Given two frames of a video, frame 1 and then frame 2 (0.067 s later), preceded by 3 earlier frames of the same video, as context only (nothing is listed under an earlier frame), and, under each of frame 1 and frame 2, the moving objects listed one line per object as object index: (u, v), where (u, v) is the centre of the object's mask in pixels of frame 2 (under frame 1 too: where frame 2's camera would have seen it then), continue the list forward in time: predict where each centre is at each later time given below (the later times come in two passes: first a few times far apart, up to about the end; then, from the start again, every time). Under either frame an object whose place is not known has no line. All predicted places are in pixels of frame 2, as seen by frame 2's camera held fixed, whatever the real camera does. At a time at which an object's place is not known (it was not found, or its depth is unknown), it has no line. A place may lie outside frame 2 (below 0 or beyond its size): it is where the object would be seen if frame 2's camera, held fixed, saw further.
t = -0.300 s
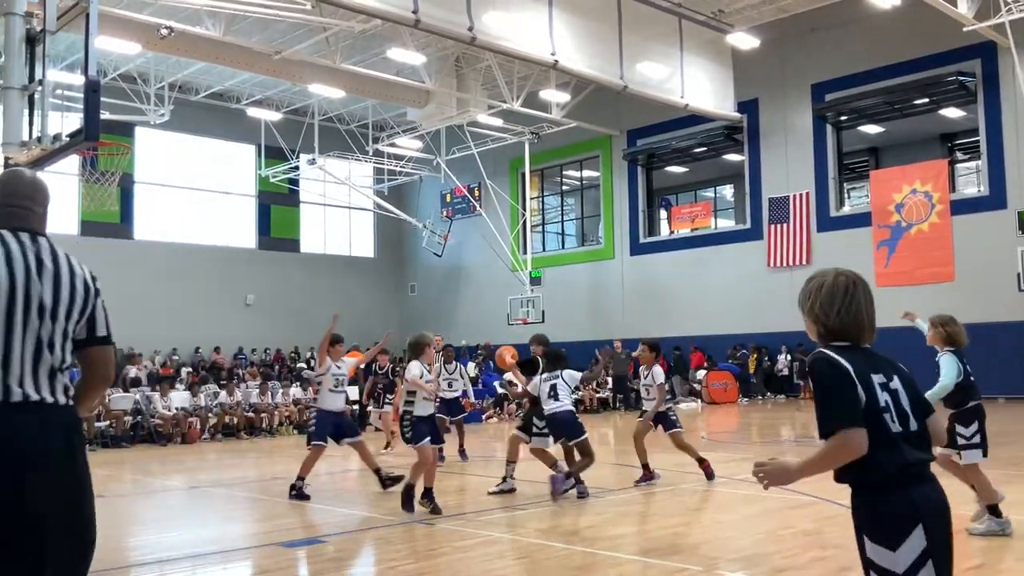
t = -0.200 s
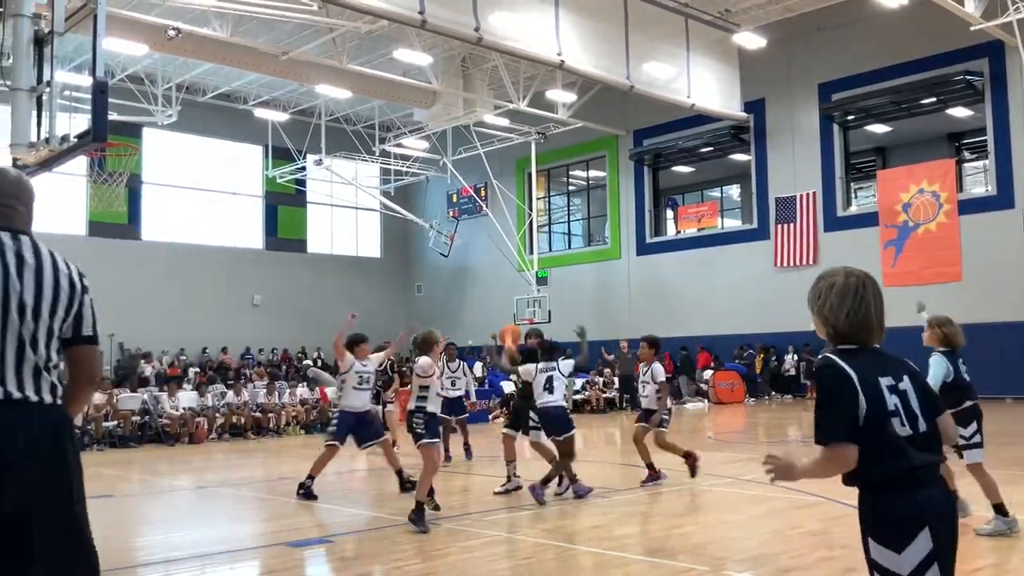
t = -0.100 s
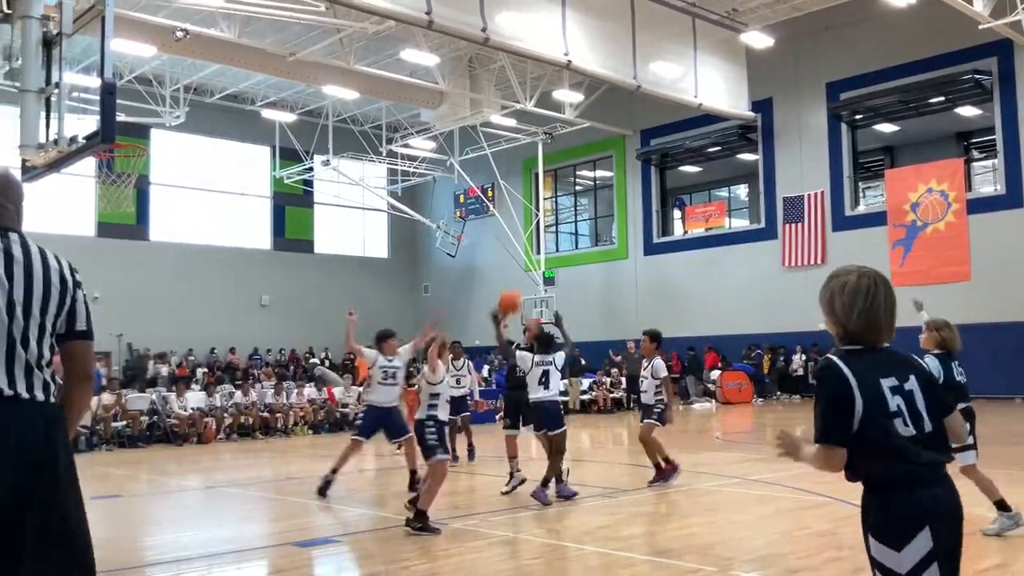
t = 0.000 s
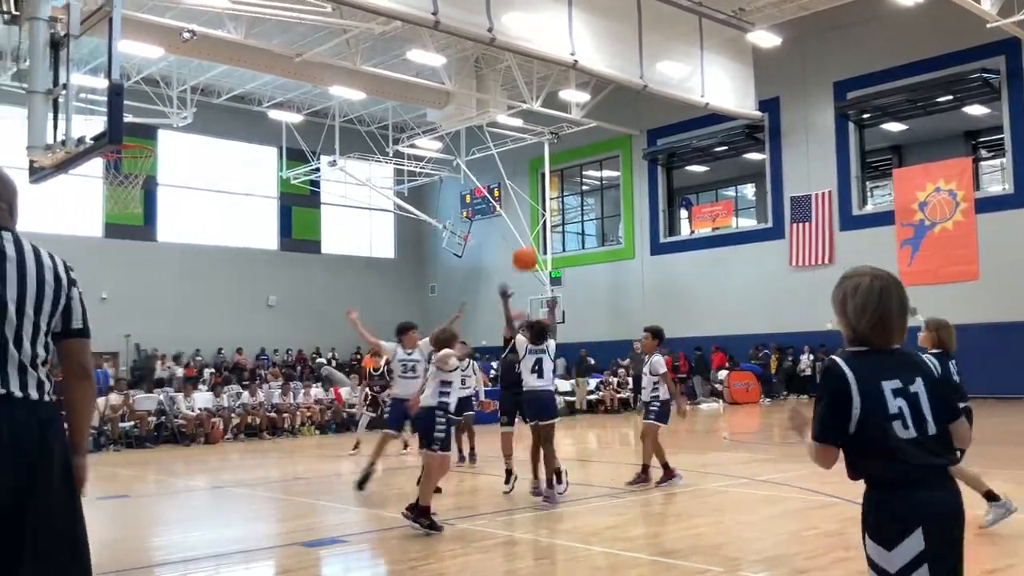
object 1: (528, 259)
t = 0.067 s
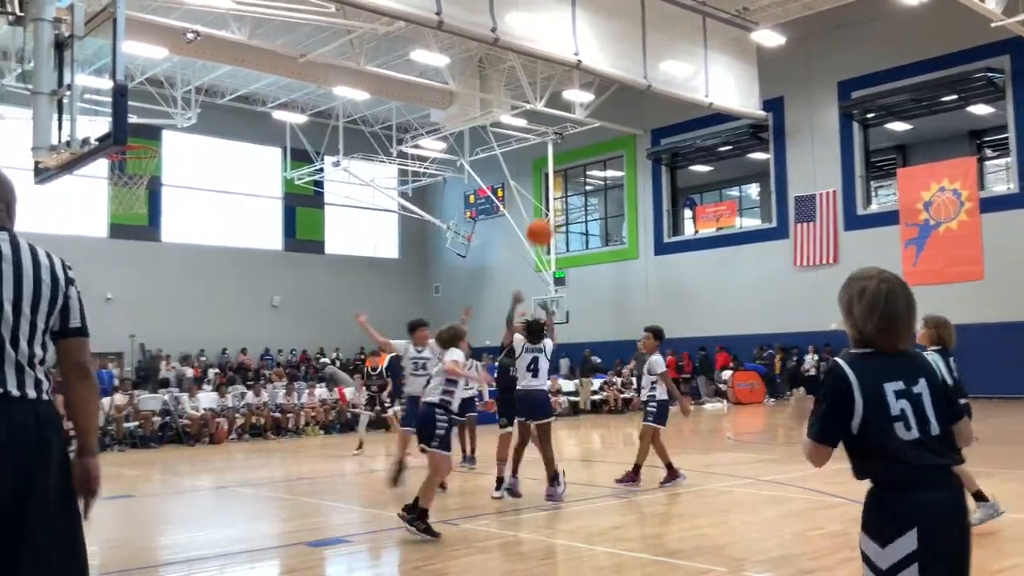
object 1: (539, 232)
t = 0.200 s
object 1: (567, 186)
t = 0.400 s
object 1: (629, 142)
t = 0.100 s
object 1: (546, 220)
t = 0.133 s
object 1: (552, 208)
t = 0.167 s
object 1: (559, 196)
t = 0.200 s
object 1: (567, 186)
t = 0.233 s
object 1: (574, 176)
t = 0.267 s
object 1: (584, 167)
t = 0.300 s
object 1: (593, 159)
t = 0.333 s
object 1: (606, 152)
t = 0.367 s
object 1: (616, 147)
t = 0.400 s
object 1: (629, 142)
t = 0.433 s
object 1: (644, 139)
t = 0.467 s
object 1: (659, 139)
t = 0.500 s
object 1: (675, 140)
